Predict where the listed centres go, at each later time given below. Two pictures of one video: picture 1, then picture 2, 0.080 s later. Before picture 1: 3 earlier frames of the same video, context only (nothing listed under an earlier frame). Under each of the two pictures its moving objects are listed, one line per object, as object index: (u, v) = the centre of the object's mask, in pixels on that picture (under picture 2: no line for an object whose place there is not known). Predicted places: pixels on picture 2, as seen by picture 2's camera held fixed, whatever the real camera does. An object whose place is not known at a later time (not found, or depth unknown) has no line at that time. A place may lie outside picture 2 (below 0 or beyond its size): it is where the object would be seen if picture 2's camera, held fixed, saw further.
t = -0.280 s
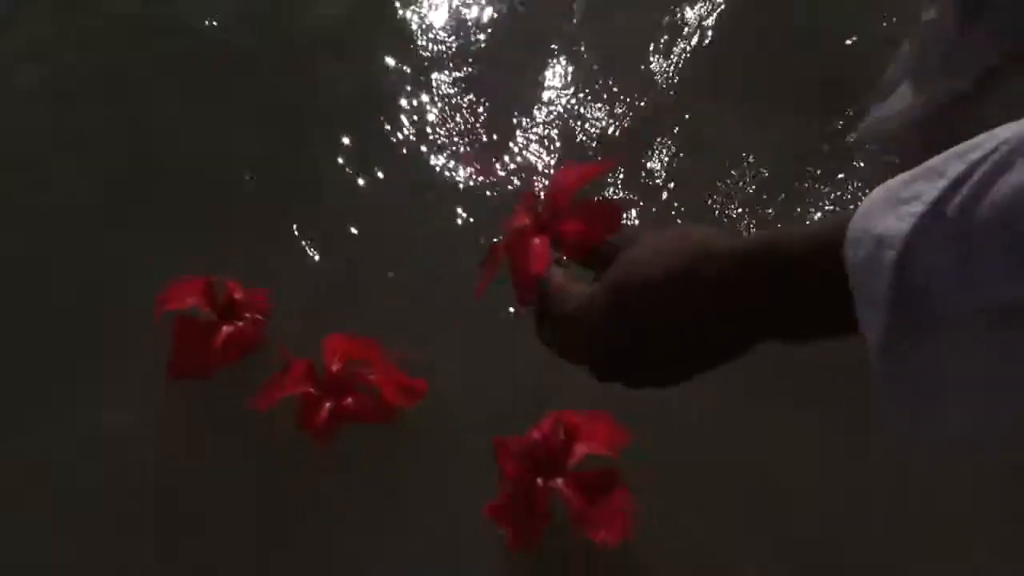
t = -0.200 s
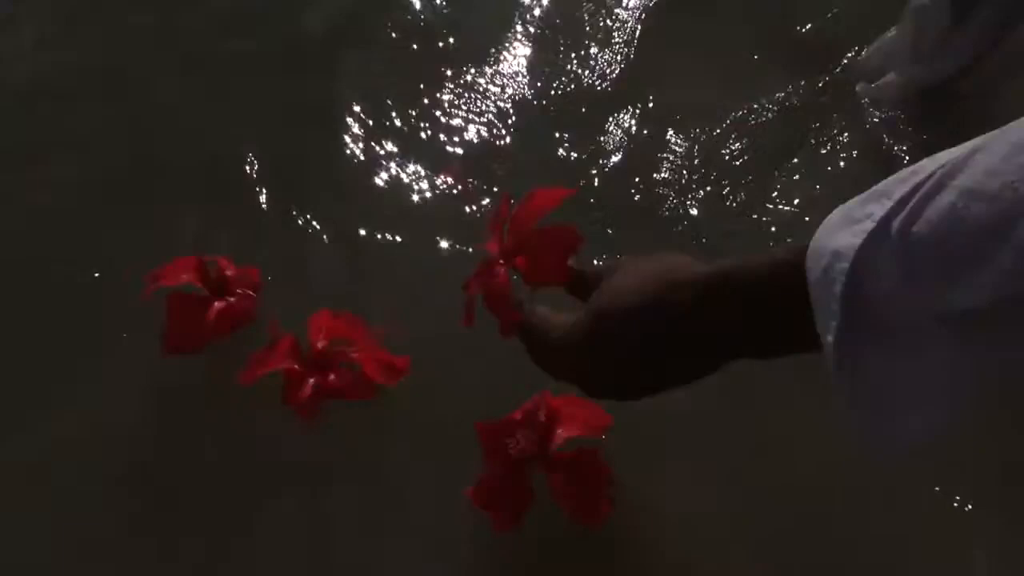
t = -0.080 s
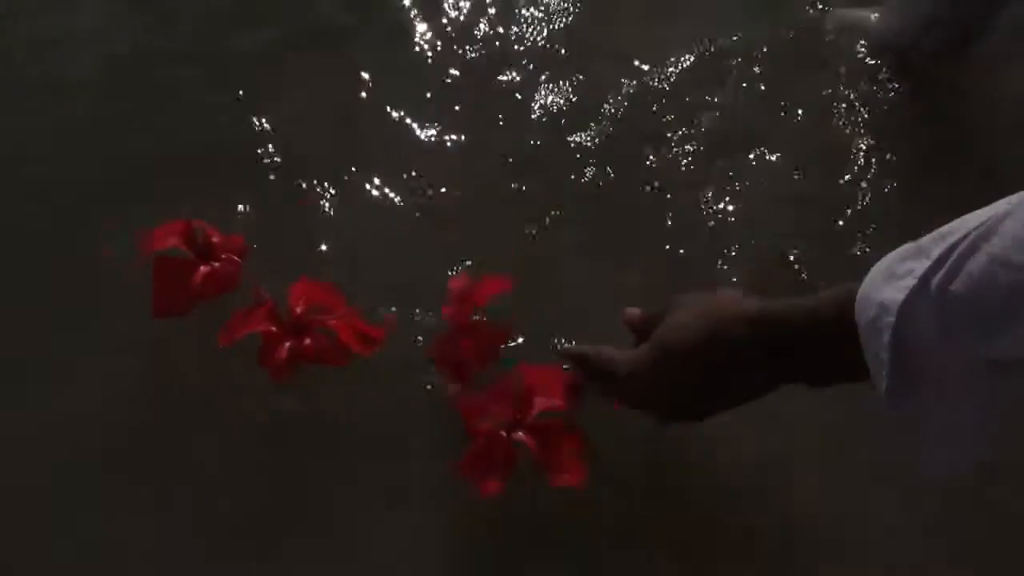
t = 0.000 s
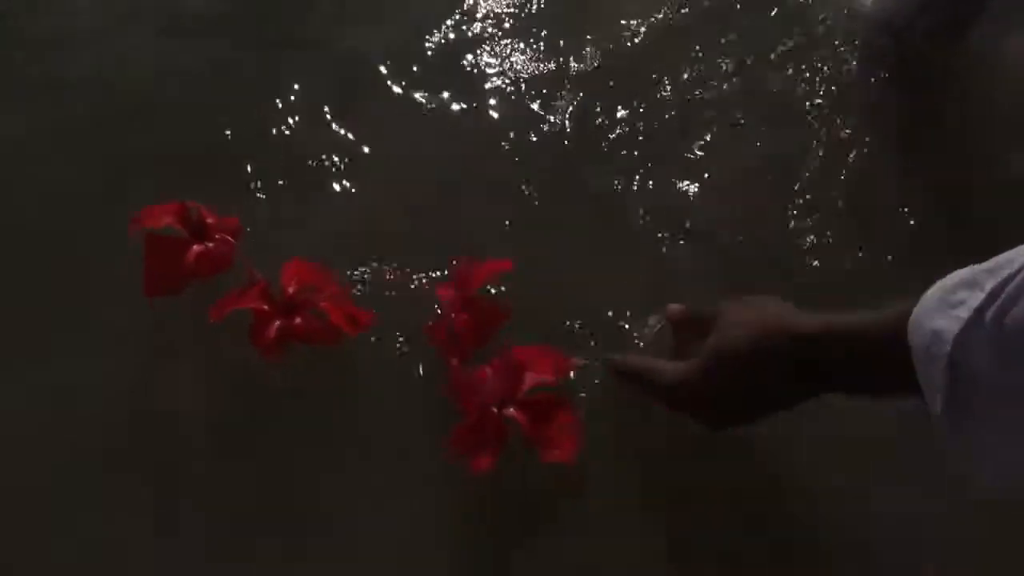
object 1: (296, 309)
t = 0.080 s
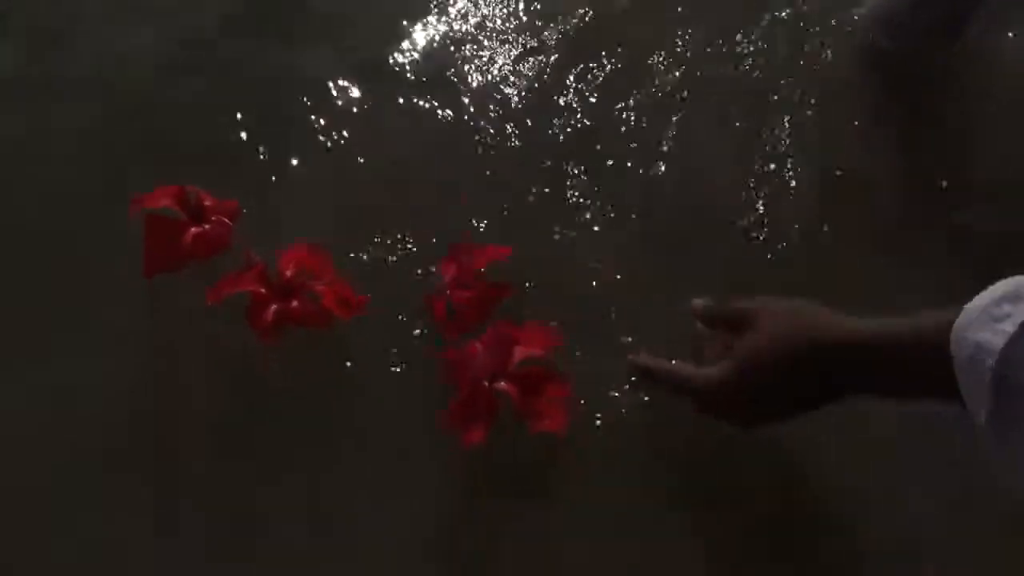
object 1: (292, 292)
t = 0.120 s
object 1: (293, 284)
